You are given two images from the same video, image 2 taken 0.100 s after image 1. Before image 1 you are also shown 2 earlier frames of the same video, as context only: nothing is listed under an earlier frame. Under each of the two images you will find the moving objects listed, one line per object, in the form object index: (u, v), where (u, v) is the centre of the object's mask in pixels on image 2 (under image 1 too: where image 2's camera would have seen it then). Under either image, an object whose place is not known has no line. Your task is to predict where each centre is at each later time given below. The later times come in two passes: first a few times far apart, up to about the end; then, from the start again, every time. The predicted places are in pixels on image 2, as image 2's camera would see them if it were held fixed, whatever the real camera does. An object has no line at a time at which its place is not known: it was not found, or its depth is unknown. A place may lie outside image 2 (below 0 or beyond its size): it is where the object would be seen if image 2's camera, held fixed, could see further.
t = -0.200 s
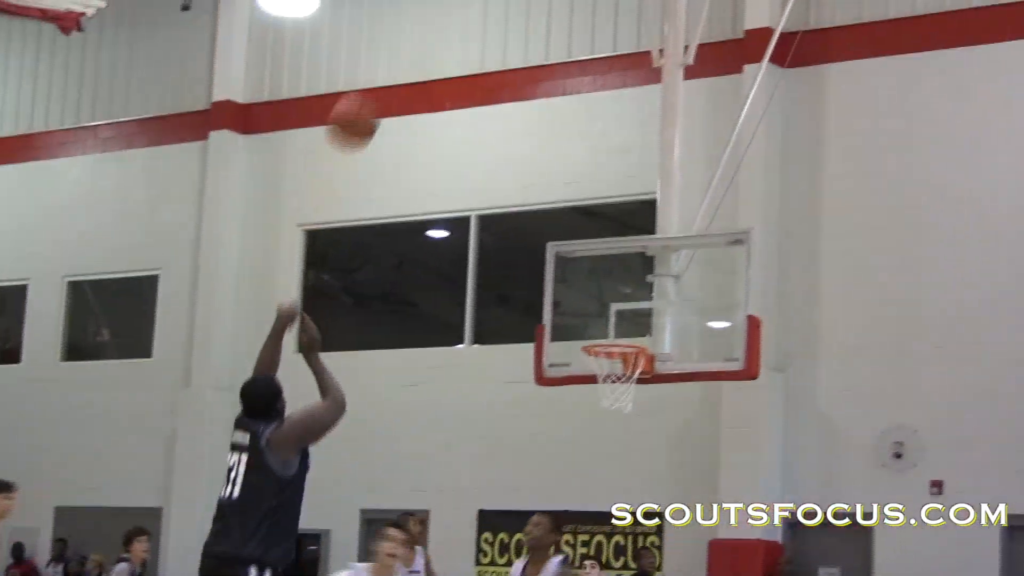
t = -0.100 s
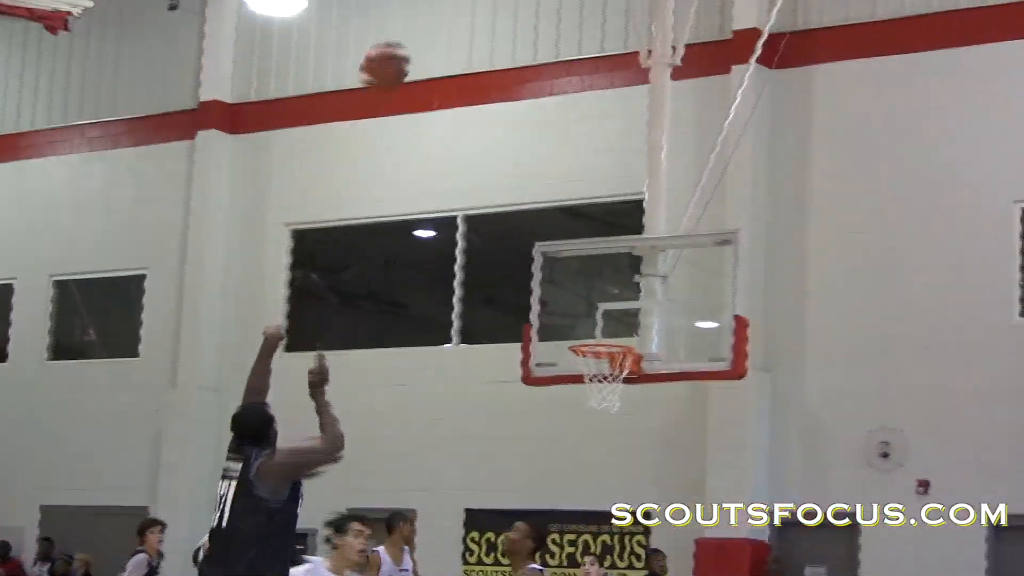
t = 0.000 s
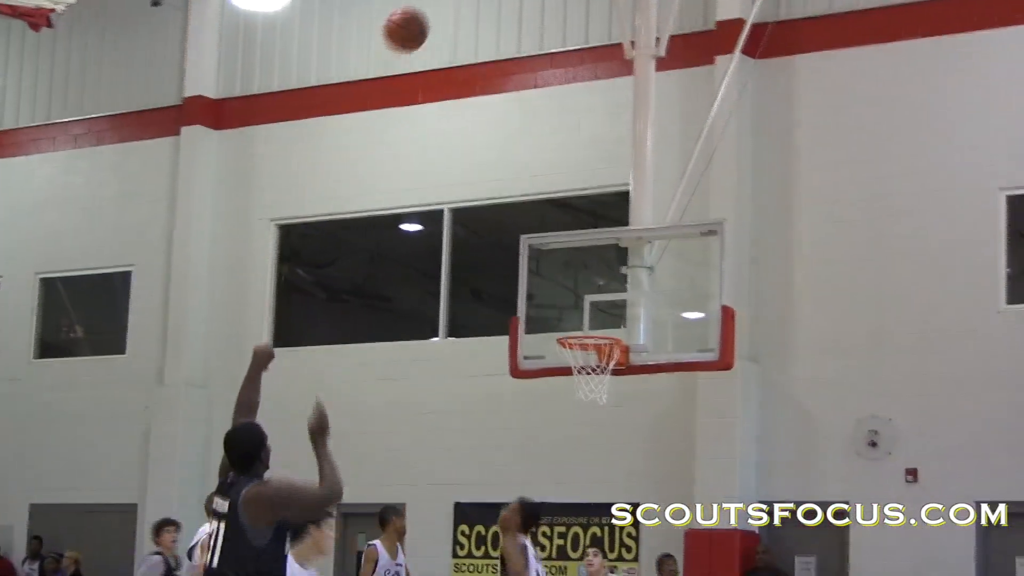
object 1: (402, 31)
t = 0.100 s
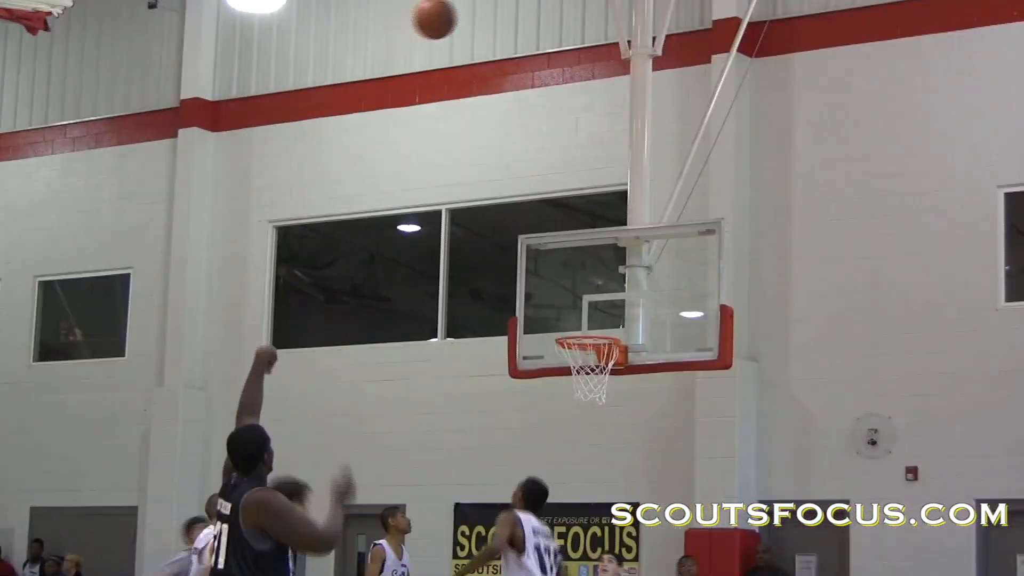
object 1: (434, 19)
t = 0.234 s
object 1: (473, 27)
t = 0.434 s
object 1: (521, 86)
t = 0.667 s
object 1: (570, 213)
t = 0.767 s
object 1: (587, 277)
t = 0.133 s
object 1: (445, 19)
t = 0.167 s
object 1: (454, 19)
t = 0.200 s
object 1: (463, 22)
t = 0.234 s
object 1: (473, 27)
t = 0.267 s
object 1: (481, 33)
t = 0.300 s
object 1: (490, 40)
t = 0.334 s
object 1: (498, 49)
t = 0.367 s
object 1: (506, 60)
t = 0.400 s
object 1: (514, 72)
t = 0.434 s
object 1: (521, 86)
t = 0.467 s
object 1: (529, 101)
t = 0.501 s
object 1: (536, 116)
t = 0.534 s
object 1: (543, 132)
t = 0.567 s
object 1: (550, 151)
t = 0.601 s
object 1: (558, 170)
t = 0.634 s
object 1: (564, 189)
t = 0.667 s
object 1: (570, 213)
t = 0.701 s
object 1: (576, 232)
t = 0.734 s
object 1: (583, 260)
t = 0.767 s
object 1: (587, 277)
